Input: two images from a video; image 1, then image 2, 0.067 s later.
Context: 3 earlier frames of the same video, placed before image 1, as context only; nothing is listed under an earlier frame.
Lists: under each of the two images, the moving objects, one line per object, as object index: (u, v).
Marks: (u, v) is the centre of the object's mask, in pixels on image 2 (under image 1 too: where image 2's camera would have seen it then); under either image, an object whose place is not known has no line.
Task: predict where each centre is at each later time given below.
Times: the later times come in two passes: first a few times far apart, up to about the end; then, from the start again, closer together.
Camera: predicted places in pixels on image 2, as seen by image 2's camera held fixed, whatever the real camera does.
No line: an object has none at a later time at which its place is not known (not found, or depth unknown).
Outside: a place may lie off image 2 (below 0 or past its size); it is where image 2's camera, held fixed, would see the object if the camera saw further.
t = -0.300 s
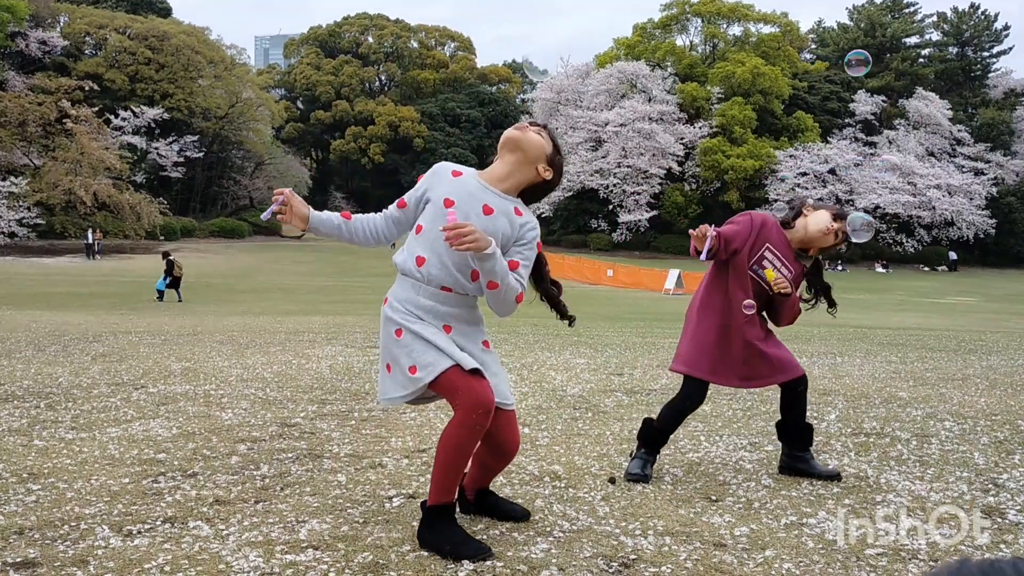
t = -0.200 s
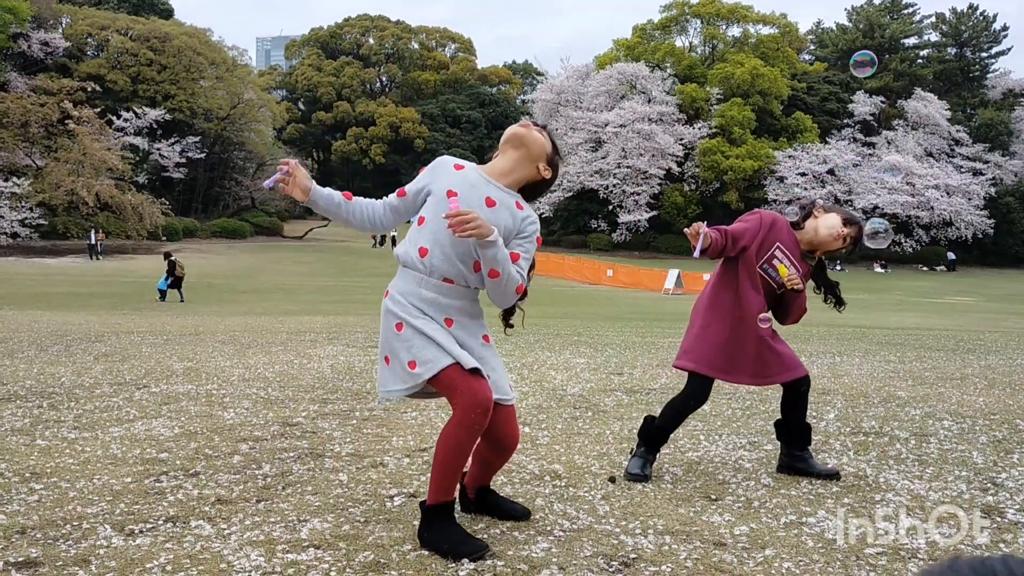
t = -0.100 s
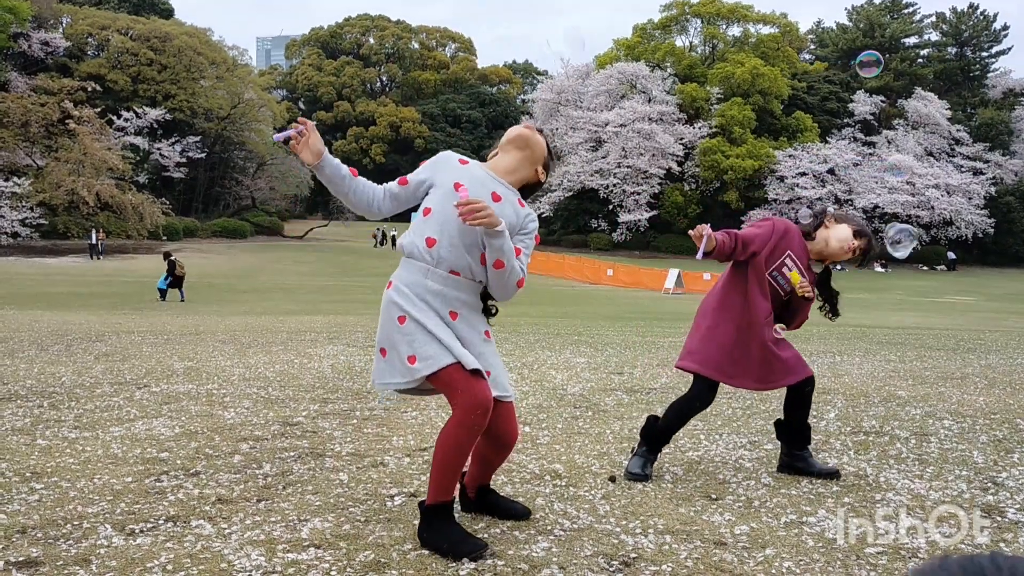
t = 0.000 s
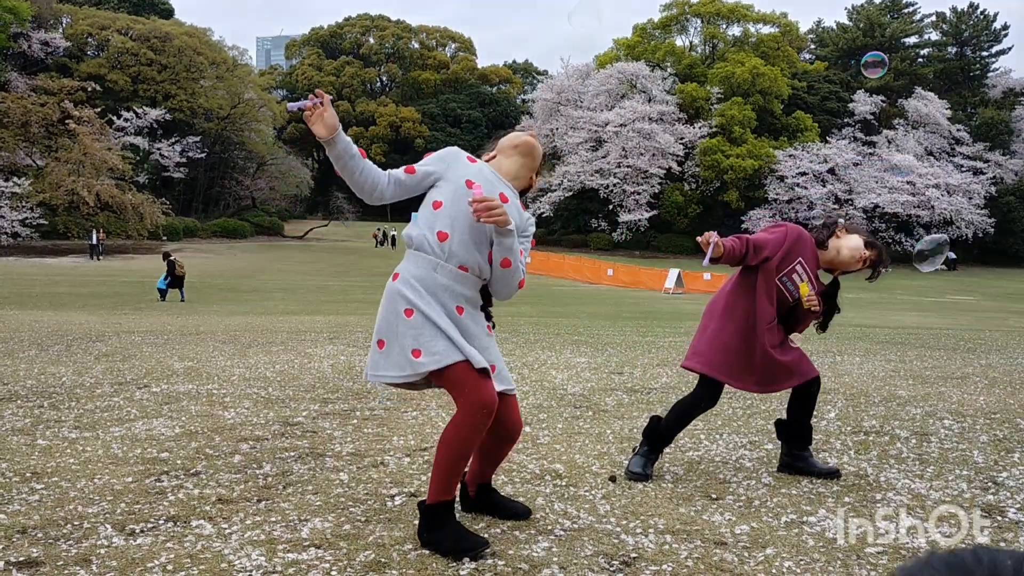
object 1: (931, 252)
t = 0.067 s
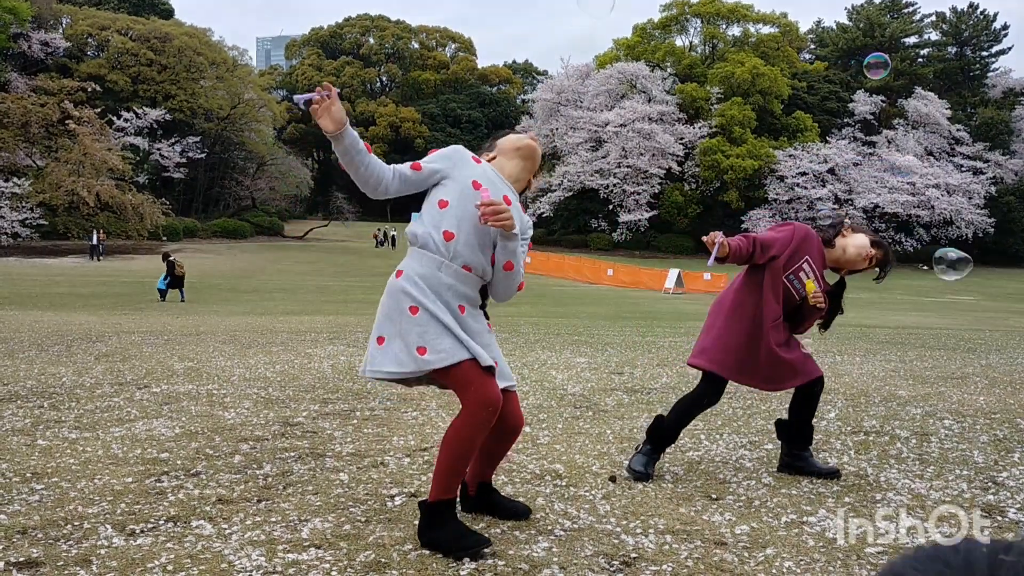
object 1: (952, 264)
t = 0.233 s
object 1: (995, 289)
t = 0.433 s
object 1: (1014, 281)
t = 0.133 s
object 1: (971, 276)
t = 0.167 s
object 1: (980, 282)
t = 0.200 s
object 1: (987, 286)
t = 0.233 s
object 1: (995, 289)
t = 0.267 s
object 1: (1002, 290)
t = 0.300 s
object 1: (1008, 289)
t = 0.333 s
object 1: (1011, 288)
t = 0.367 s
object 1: (1013, 285)
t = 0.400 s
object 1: (1013, 283)
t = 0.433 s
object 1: (1014, 281)
